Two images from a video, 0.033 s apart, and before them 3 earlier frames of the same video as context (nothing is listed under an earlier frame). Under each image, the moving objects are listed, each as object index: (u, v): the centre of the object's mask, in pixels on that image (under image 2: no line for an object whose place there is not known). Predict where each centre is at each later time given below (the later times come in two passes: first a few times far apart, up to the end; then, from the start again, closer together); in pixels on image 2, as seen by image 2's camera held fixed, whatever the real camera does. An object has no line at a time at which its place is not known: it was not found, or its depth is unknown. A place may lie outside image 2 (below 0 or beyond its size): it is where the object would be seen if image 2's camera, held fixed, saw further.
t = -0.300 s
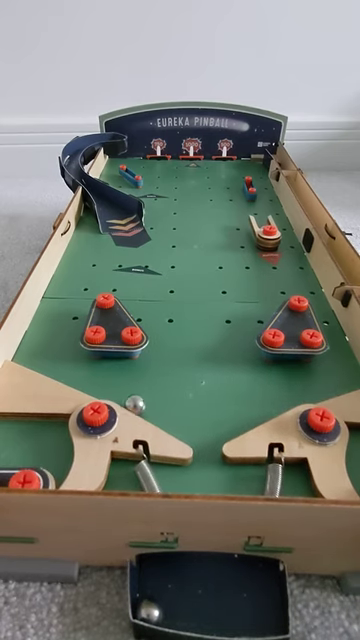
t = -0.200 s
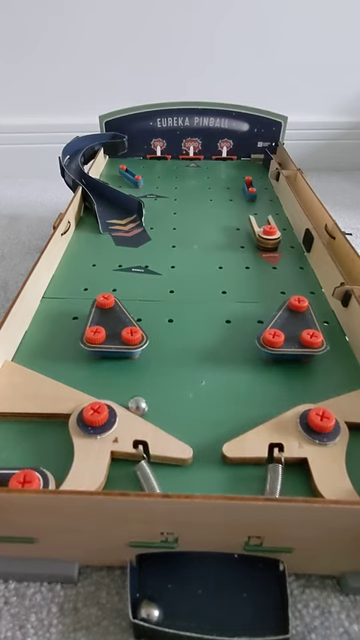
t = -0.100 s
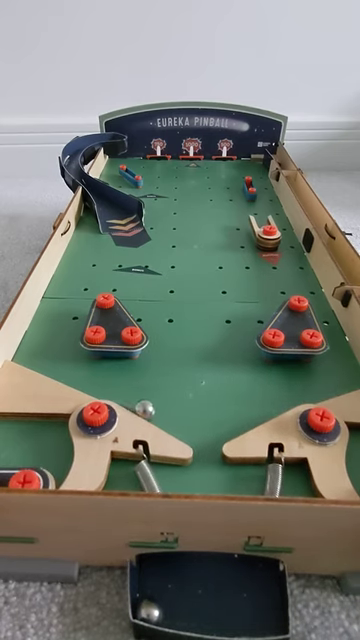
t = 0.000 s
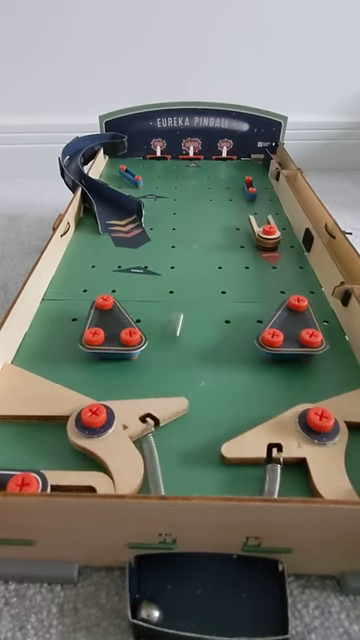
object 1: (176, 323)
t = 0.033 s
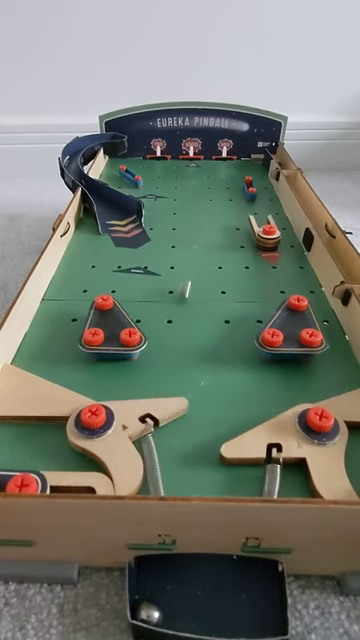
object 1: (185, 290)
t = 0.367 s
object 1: (217, 165)
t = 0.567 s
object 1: (222, 162)
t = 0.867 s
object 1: (236, 184)
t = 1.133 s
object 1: (241, 217)
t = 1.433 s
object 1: (230, 244)
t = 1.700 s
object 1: (220, 327)
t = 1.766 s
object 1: (218, 368)
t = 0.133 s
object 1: (200, 229)
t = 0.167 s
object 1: (203, 216)
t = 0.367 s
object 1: (217, 165)
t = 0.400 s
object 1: (219, 160)
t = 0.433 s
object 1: (220, 156)
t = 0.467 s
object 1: (220, 157)
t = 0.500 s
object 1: (220, 160)
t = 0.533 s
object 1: (221, 161)
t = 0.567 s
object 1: (222, 162)
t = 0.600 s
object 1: (223, 163)
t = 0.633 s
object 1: (225, 164)
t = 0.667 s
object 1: (226, 166)
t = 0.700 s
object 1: (228, 168)
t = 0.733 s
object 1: (229, 171)
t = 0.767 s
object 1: (231, 174)
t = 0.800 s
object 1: (233, 177)
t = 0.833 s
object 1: (234, 181)
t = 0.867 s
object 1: (236, 184)
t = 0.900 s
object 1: (238, 189)
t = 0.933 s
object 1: (240, 194)
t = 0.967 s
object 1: (241, 199)
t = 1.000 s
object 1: (243, 206)
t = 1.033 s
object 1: (245, 212)
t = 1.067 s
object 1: (244, 217)
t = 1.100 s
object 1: (243, 216)
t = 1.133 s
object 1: (241, 217)
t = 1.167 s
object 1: (240, 218)
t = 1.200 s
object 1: (238, 219)
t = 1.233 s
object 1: (237, 221)
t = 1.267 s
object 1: (236, 224)
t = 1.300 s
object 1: (234, 227)
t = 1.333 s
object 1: (233, 230)
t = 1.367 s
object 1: (232, 234)
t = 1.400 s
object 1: (231, 239)
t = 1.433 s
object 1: (230, 244)
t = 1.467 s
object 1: (228, 250)
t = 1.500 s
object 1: (227, 257)
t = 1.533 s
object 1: (225, 265)
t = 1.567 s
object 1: (224, 274)
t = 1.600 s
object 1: (222, 286)
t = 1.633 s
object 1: (222, 298)
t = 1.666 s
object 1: (221, 312)
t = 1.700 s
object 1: (220, 327)
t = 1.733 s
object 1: (220, 347)
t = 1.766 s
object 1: (218, 368)
